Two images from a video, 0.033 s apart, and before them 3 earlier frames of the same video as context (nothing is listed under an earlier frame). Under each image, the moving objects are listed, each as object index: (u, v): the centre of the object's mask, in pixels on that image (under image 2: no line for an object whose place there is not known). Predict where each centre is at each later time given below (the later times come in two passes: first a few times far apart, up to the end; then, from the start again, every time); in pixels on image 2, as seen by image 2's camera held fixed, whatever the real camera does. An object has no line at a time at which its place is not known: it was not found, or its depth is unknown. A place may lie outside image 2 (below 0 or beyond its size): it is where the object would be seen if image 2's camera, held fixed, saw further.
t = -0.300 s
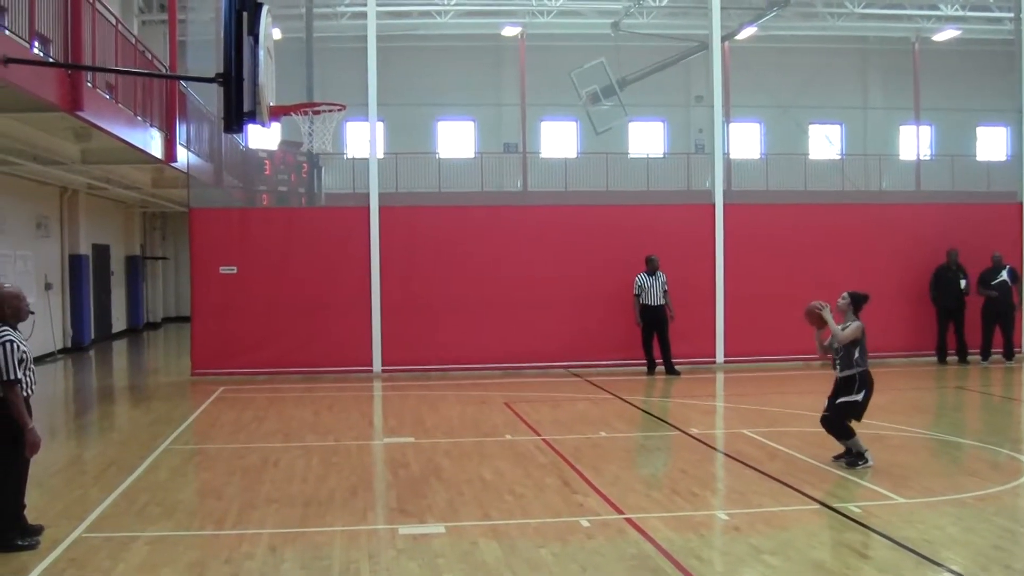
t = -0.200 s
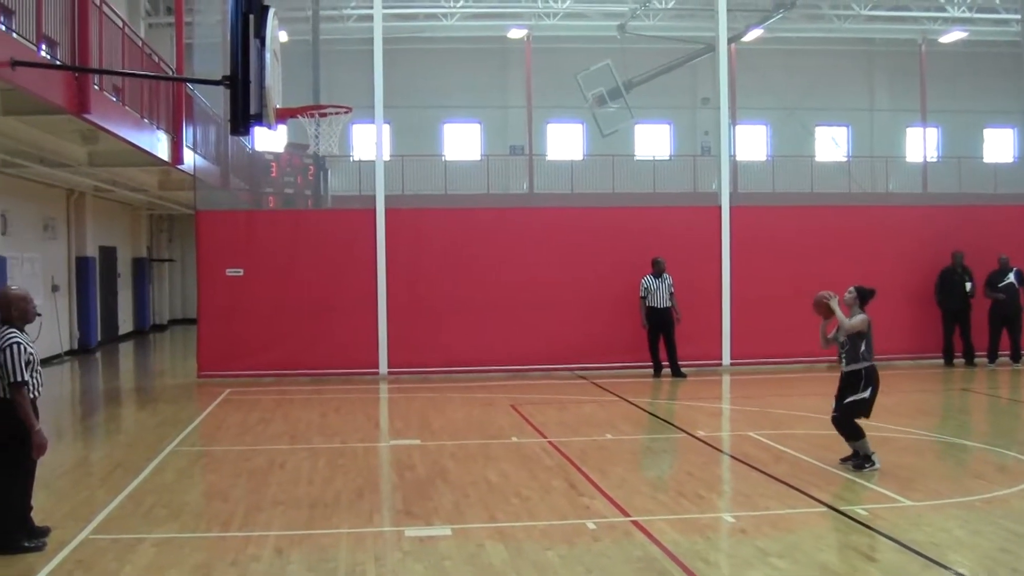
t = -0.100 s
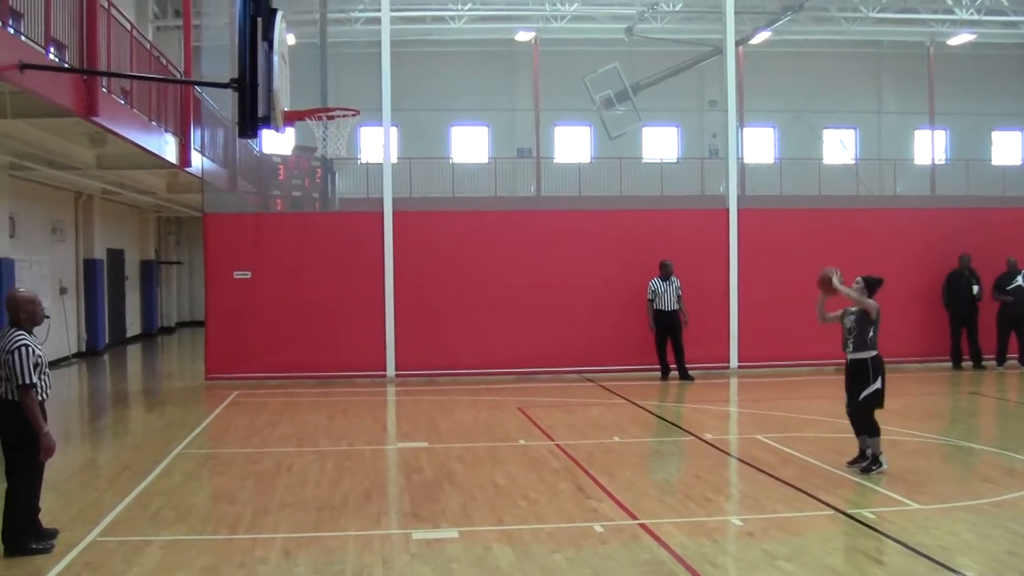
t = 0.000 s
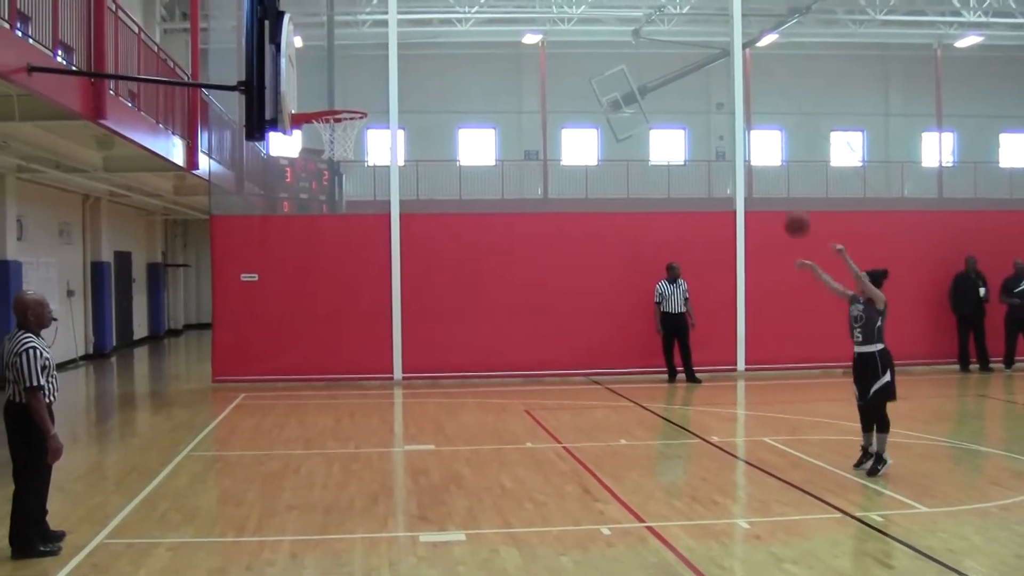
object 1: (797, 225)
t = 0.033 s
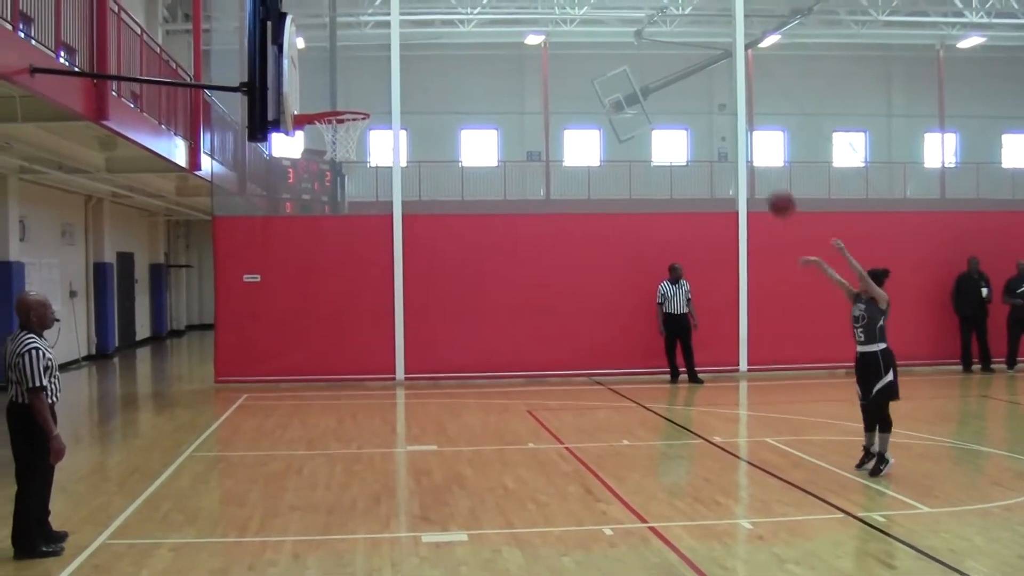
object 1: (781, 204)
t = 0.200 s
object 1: (698, 121)
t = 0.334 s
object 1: (631, 77)
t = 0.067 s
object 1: (764, 184)
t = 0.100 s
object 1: (747, 167)
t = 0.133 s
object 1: (730, 150)
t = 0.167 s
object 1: (715, 135)
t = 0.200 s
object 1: (698, 121)
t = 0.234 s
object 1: (682, 108)
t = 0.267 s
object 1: (665, 96)
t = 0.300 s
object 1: (648, 86)
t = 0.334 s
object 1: (631, 77)
